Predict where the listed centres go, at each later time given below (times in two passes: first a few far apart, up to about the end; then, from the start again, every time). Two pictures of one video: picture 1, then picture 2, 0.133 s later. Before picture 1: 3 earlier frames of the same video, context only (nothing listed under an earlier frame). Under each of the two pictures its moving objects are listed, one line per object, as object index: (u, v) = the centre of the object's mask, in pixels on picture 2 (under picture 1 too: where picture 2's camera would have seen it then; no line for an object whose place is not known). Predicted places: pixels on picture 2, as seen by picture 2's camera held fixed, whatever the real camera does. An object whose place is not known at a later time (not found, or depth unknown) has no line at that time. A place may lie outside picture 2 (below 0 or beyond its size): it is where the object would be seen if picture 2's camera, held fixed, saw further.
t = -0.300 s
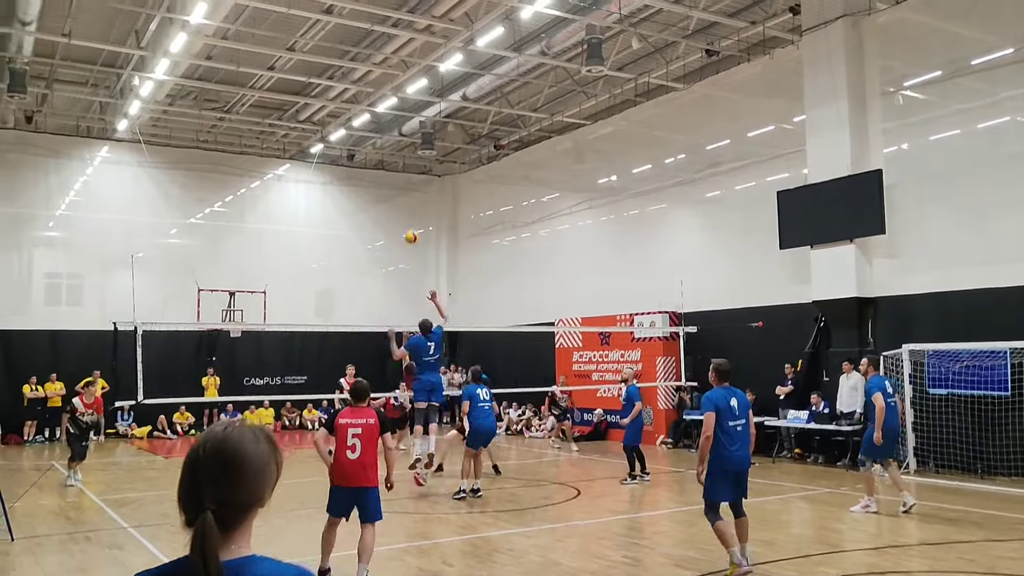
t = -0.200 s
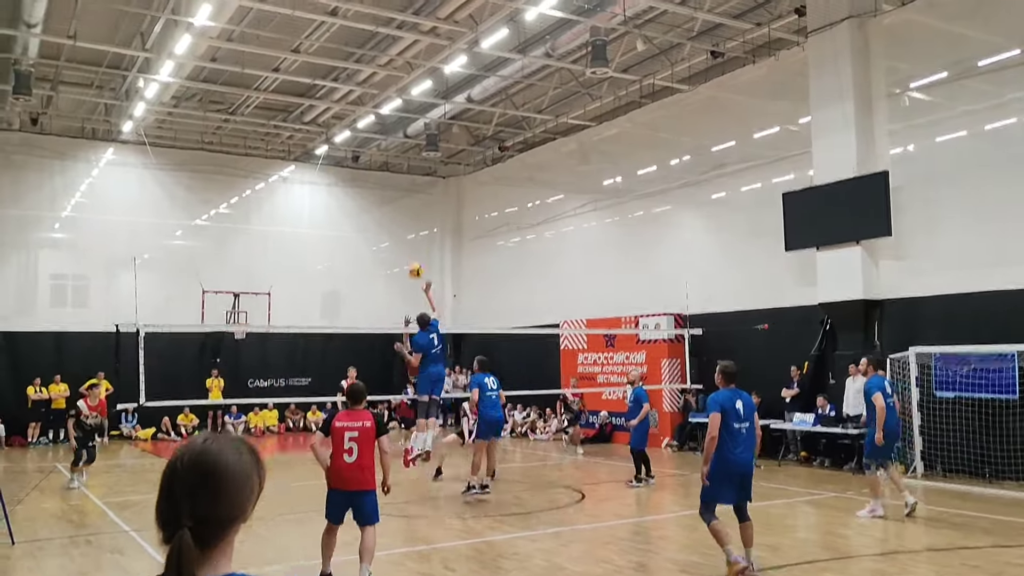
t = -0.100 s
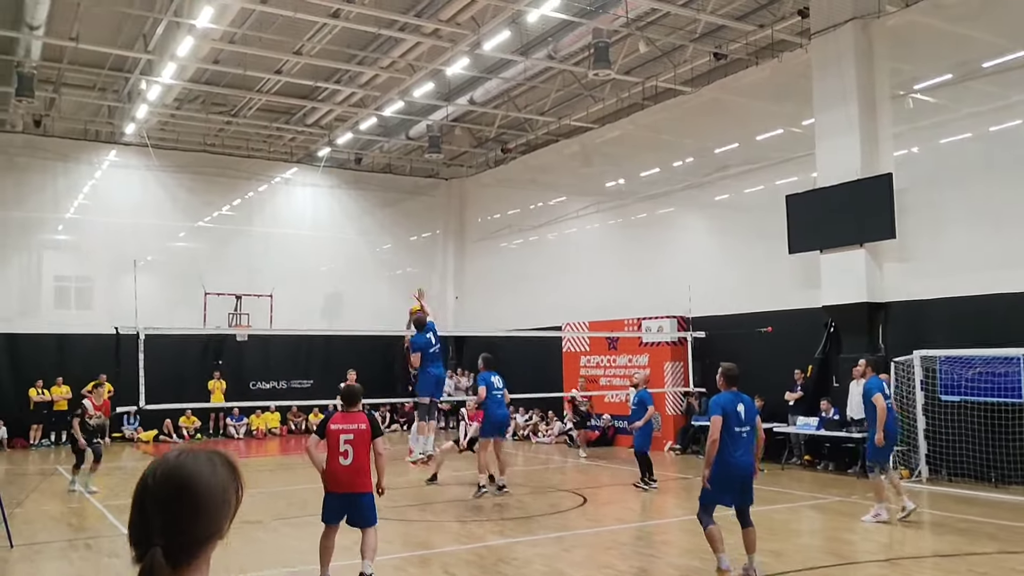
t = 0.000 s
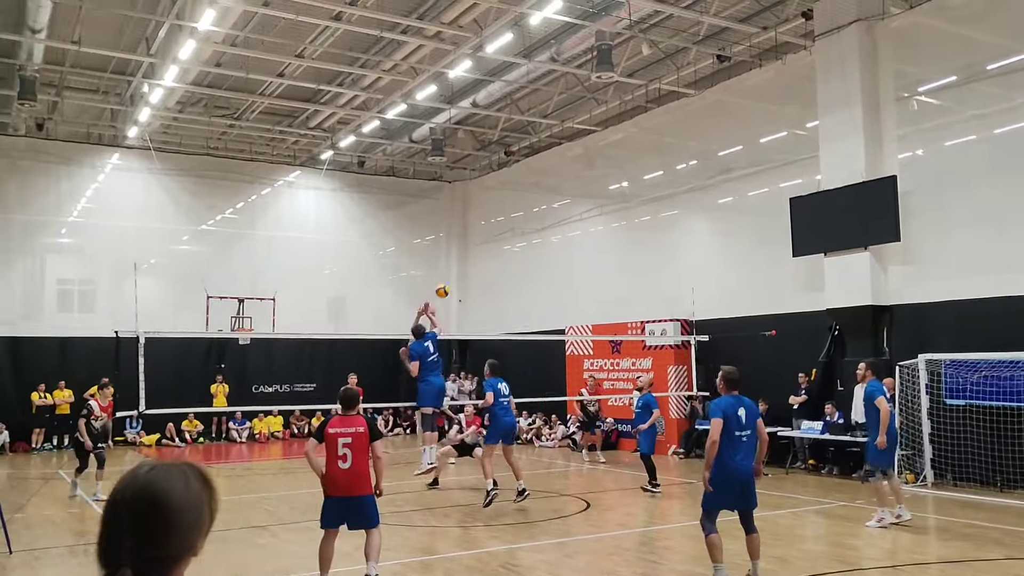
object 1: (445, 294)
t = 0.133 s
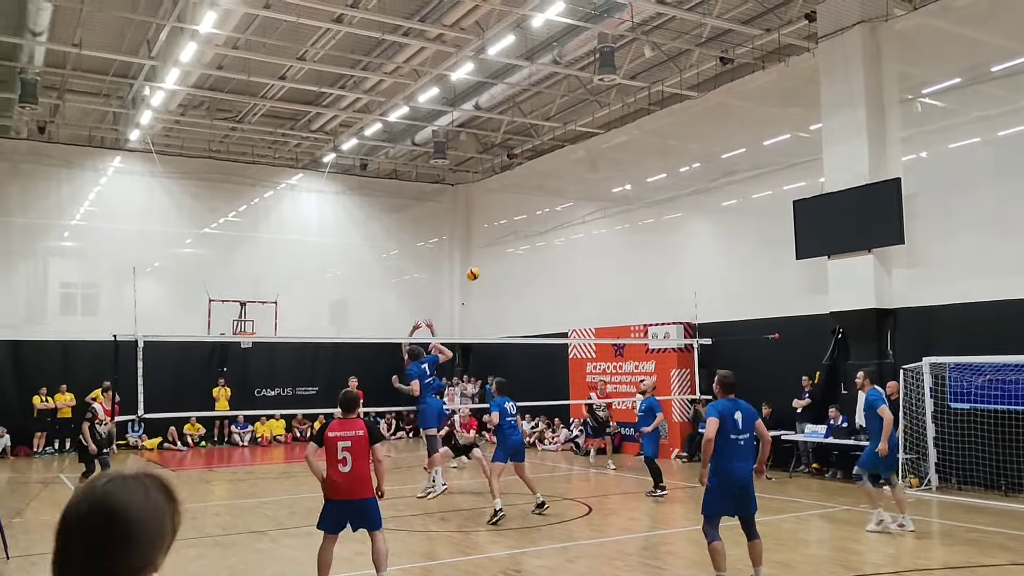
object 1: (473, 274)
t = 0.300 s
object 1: (504, 266)
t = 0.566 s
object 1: (548, 287)
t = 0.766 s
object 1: (578, 324)
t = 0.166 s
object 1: (479, 271)
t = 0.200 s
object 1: (485, 268)
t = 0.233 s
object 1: (492, 267)
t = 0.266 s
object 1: (498, 266)
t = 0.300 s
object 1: (504, 266)
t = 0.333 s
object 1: (510, 267)
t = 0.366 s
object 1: (516, 268)
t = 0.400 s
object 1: (522, 270)
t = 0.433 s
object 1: (527, 272)
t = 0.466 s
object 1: (532, 275)
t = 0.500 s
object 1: (538, 278)
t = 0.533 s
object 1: (543, 282)
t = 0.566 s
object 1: (548, 287)
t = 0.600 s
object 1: (553, 292)
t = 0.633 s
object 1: (558, 298)
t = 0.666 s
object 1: (564, 303)
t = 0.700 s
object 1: (568, 310)
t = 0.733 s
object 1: (573, 317)
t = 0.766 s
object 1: (578, 324)
